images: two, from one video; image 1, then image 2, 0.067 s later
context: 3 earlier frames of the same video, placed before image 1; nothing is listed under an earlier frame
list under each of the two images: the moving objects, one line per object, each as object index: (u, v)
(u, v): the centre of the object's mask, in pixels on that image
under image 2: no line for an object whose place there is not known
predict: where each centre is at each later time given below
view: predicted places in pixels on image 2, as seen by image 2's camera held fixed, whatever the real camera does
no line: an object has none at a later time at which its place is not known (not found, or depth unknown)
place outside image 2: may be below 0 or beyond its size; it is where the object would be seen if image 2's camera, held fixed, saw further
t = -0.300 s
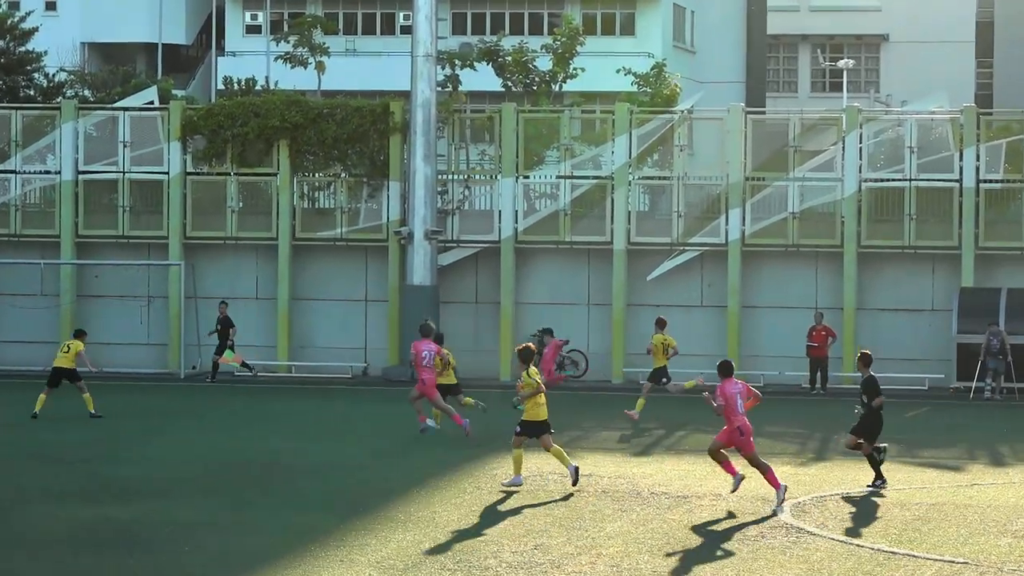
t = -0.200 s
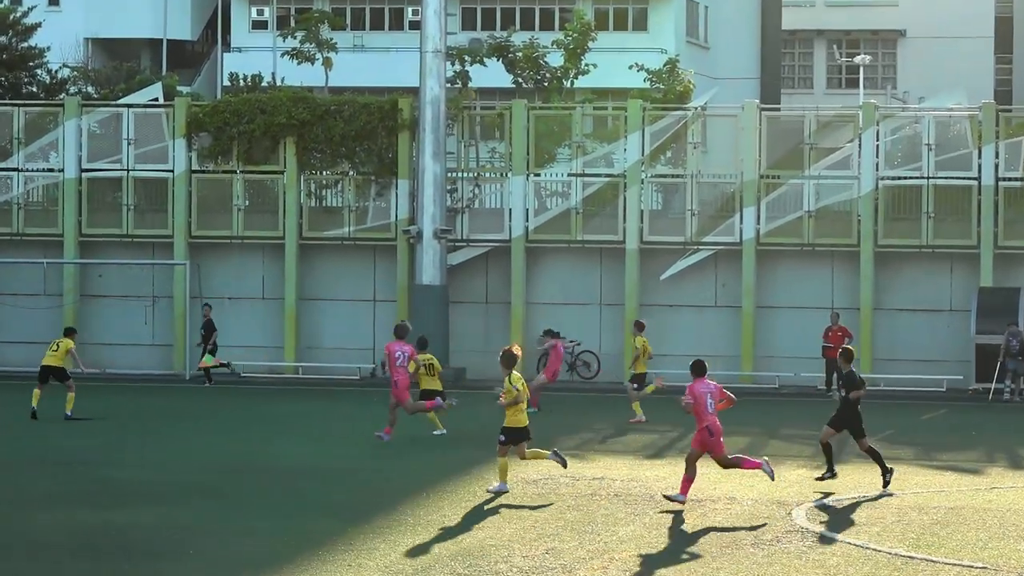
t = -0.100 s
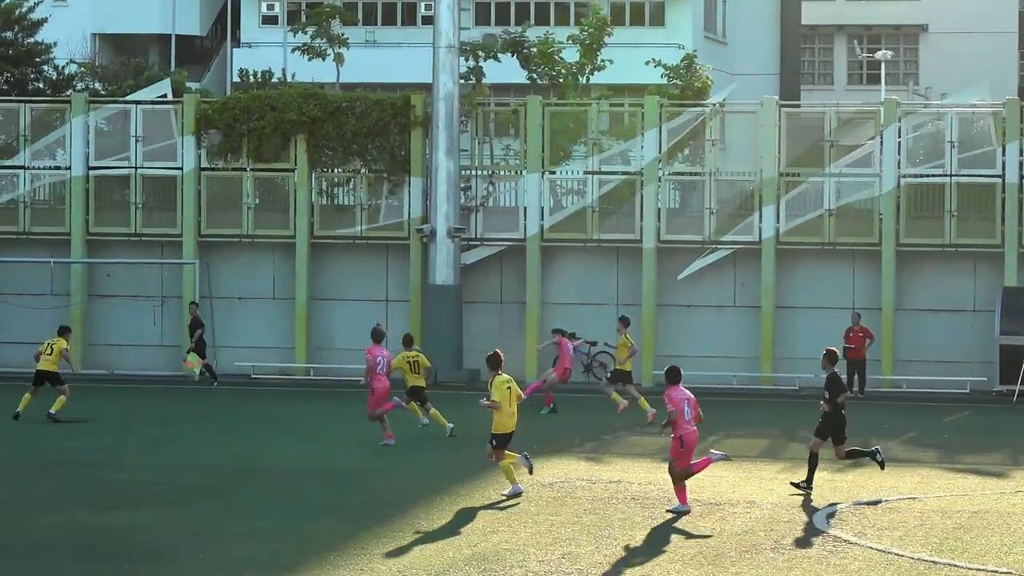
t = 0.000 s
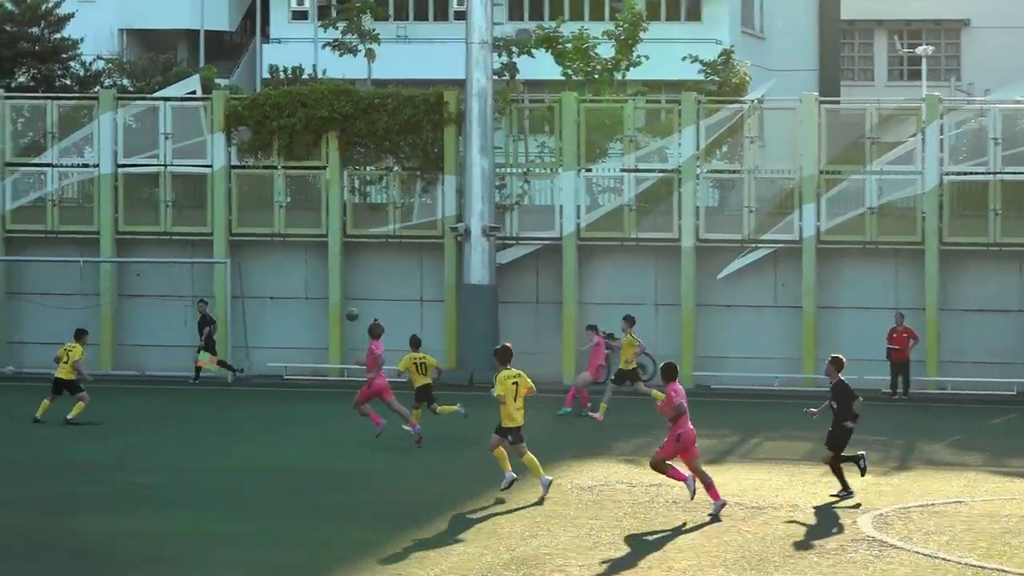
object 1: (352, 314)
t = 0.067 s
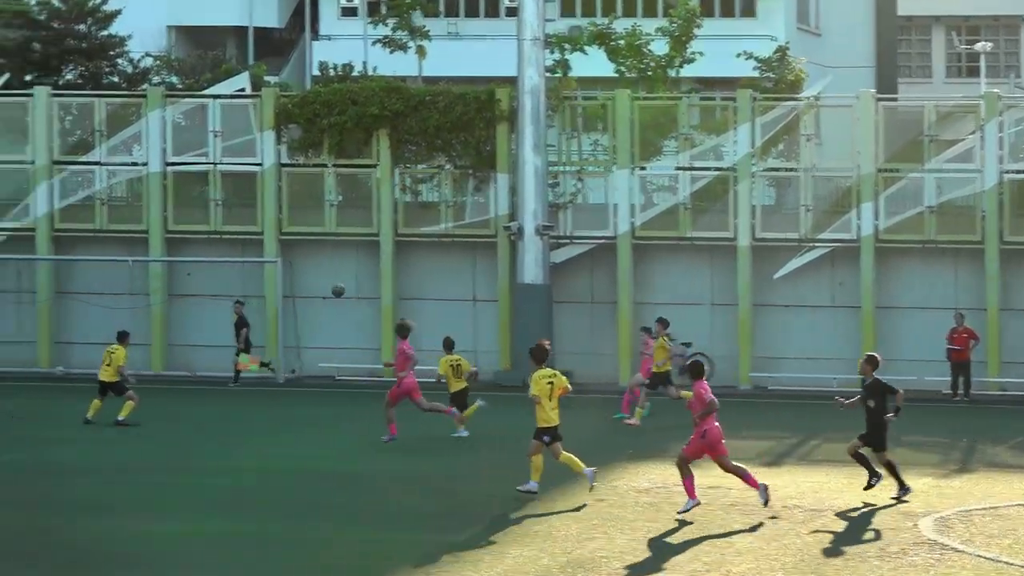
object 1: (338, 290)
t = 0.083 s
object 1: (321, 284)
